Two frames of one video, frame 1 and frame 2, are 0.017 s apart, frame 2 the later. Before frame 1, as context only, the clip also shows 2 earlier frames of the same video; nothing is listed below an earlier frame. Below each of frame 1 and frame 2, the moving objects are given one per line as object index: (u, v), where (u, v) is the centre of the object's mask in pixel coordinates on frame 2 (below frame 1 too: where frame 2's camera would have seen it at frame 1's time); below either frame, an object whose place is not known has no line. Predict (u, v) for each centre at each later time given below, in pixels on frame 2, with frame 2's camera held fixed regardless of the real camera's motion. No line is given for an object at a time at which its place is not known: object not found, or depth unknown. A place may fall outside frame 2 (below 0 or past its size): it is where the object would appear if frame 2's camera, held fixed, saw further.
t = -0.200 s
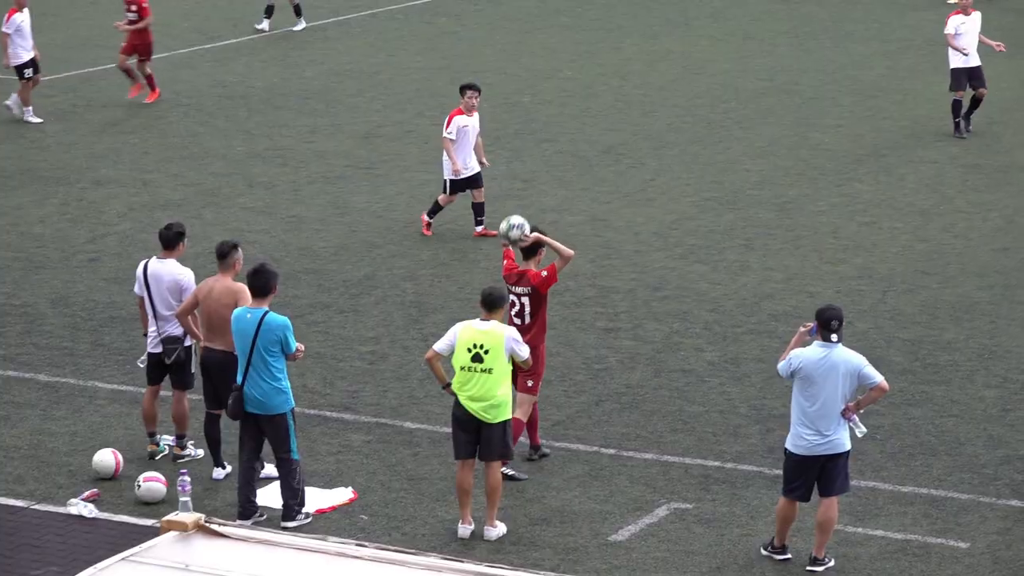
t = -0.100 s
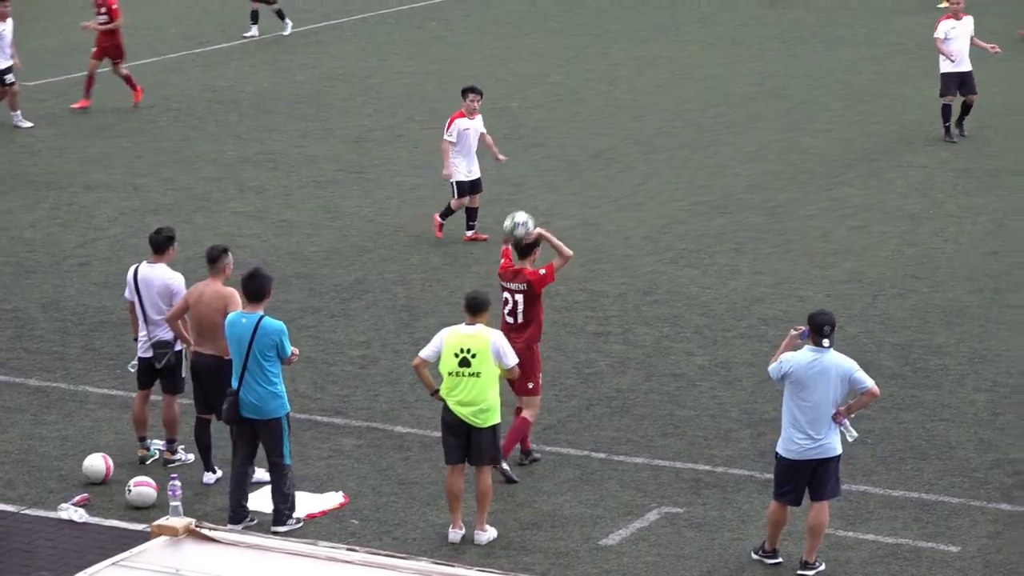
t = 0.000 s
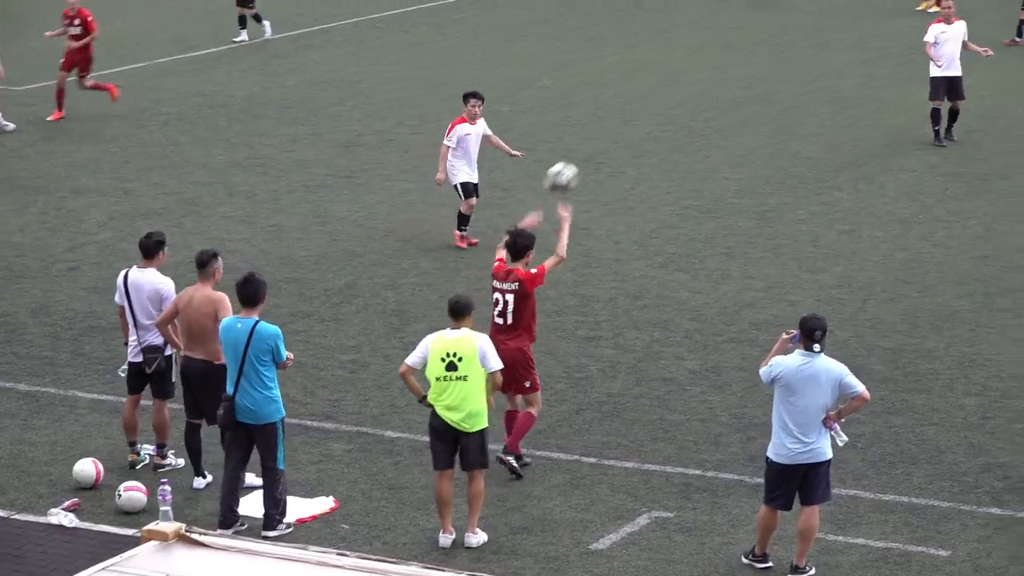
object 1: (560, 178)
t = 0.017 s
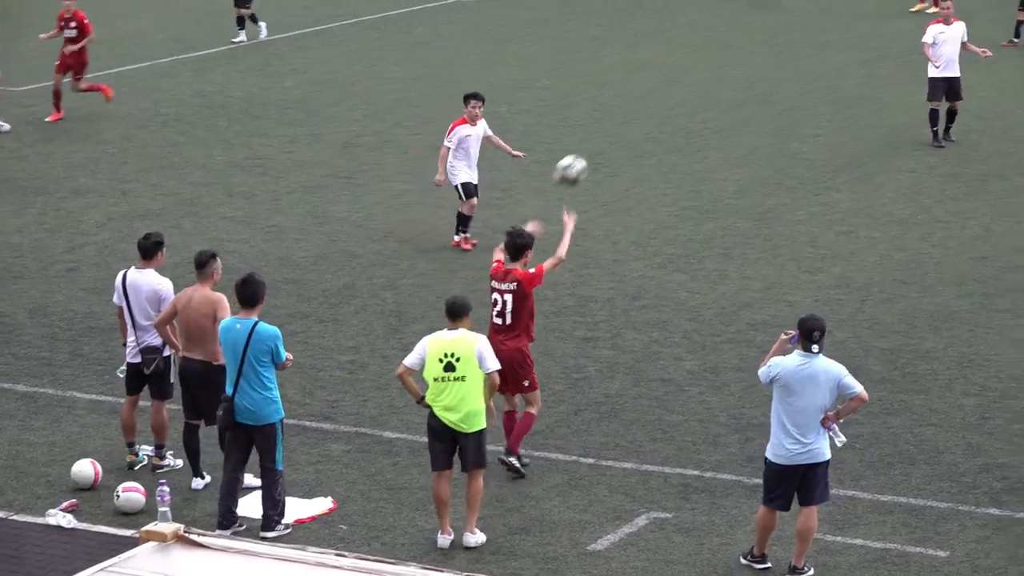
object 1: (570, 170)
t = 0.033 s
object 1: (580, 163)
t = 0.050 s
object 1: (590, 156)
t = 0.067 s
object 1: (601, 150)
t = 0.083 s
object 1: (610, 144)
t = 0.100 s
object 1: (620, 139)
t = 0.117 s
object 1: (630, 133)
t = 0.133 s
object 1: (640, 129)
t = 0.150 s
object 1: (649, 124)
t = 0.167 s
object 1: (658, 121)
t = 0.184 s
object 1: (668, 117)
